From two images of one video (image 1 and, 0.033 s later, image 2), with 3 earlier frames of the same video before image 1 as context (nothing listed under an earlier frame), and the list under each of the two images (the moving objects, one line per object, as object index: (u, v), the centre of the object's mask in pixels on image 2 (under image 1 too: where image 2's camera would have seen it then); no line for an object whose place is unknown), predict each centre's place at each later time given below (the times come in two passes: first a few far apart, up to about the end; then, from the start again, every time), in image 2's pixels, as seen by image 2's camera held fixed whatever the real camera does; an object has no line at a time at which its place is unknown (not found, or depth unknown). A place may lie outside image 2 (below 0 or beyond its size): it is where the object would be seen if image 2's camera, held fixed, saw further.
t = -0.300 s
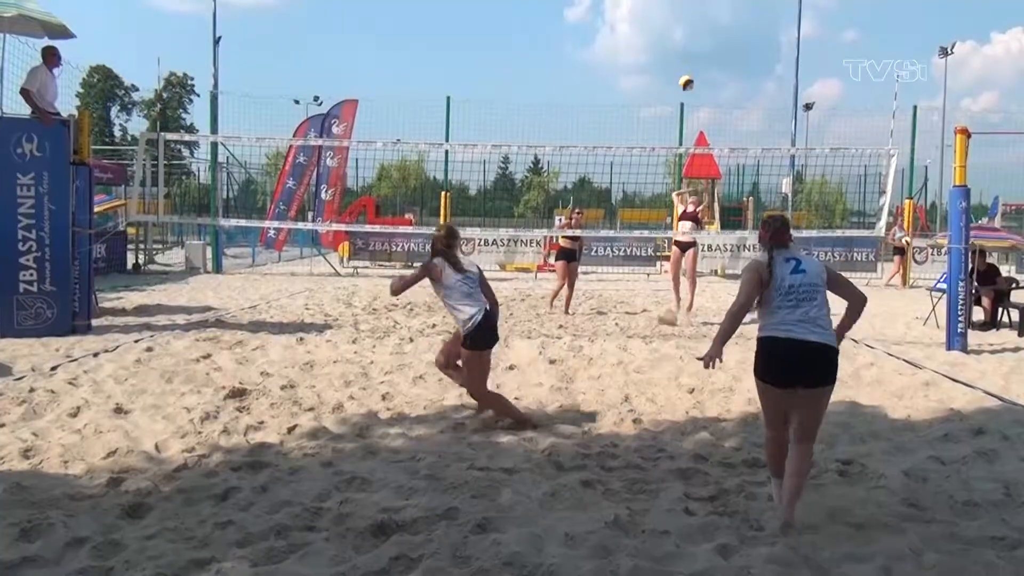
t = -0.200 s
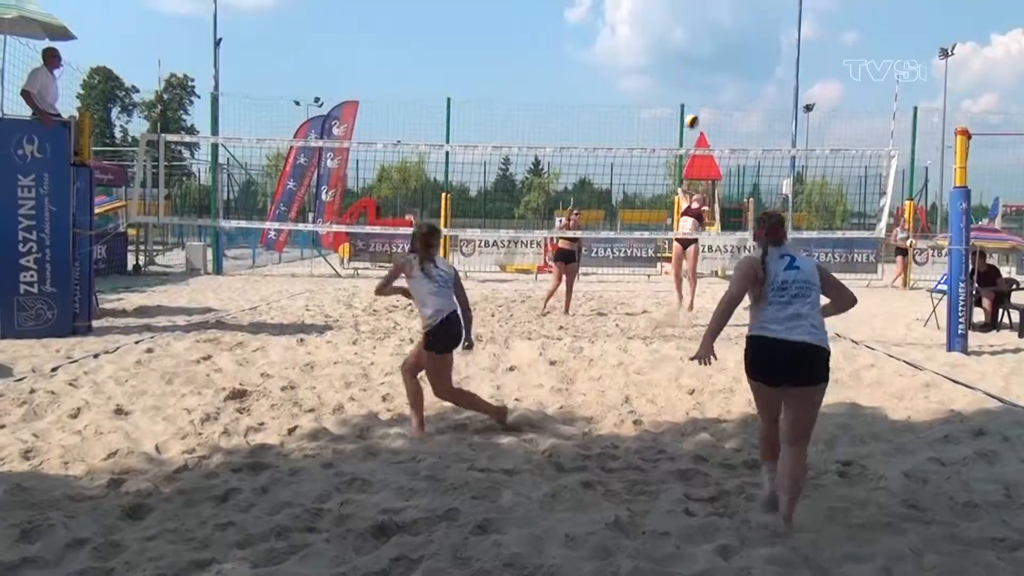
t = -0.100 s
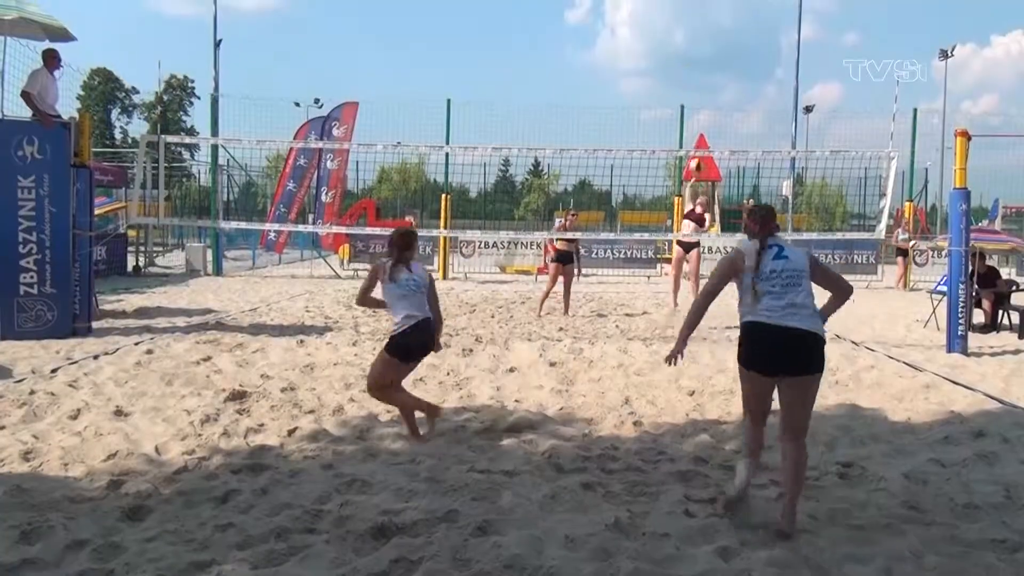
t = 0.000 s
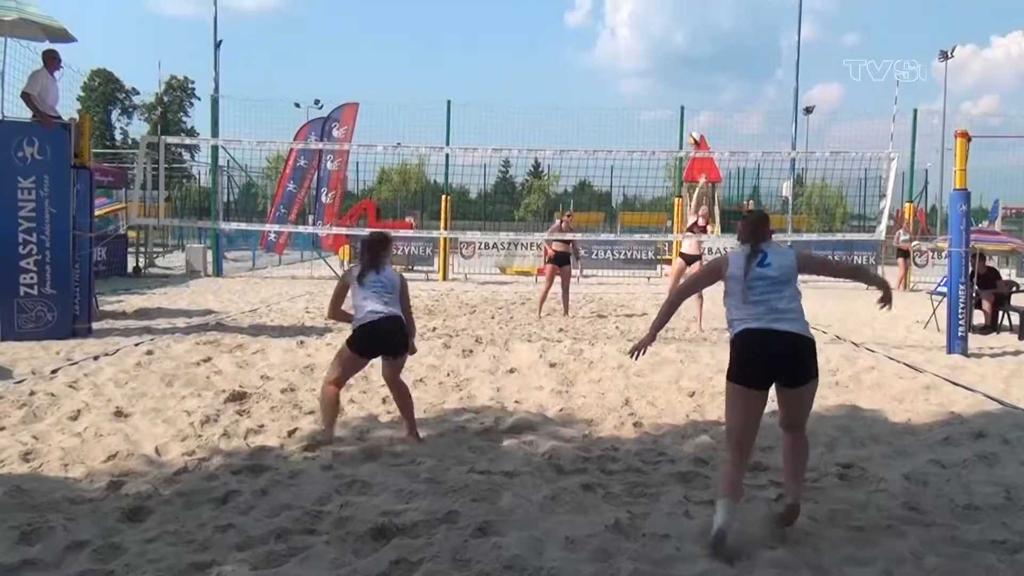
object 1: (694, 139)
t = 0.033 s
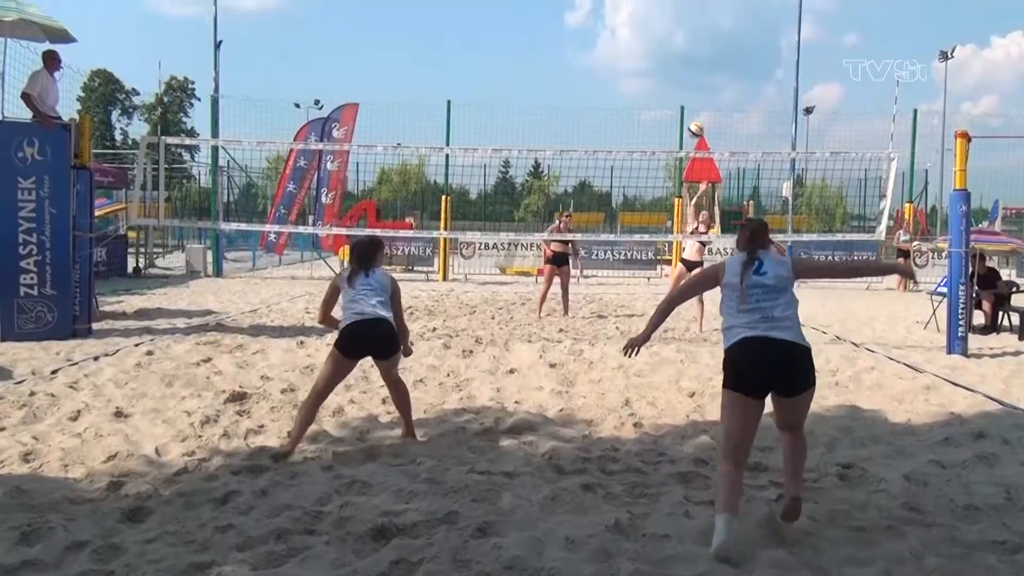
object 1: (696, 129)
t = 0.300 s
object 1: (691, 76)
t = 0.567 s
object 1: (683, 77)
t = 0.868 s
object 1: (675, 168)
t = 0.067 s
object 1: (695, 121)
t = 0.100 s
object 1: (695, 113)
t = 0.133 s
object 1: (693, 104)
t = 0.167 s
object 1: (693, 97)
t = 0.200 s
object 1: (693, 90)
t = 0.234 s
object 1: (692, 85)
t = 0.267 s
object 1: (691, 80)
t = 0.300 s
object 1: (691, 76)
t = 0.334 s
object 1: (690, 72)
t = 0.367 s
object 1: (689, 70)
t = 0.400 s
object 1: (688, 69)
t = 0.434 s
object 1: (687, 69)
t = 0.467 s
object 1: (687, 69)
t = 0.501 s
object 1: (685, 71)
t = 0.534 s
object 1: (684, 73)
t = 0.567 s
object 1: (683, 77)
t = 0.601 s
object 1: (682, 82)
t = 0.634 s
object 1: (682, 87)
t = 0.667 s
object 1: (682, 94)
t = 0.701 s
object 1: (680, 103)
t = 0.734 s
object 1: (680, 112)
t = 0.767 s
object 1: (679, 124)
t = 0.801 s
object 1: (678, 137)
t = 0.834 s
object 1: (676, 152)
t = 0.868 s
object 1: (675, 168)
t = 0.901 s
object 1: (674, 187)
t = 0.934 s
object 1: (673, 206)
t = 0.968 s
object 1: (672, 228)
